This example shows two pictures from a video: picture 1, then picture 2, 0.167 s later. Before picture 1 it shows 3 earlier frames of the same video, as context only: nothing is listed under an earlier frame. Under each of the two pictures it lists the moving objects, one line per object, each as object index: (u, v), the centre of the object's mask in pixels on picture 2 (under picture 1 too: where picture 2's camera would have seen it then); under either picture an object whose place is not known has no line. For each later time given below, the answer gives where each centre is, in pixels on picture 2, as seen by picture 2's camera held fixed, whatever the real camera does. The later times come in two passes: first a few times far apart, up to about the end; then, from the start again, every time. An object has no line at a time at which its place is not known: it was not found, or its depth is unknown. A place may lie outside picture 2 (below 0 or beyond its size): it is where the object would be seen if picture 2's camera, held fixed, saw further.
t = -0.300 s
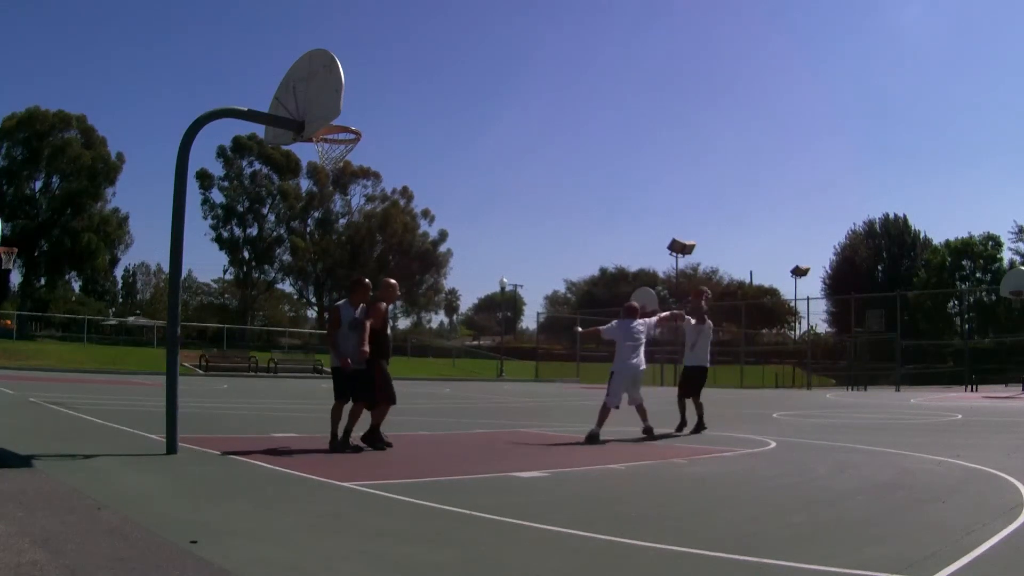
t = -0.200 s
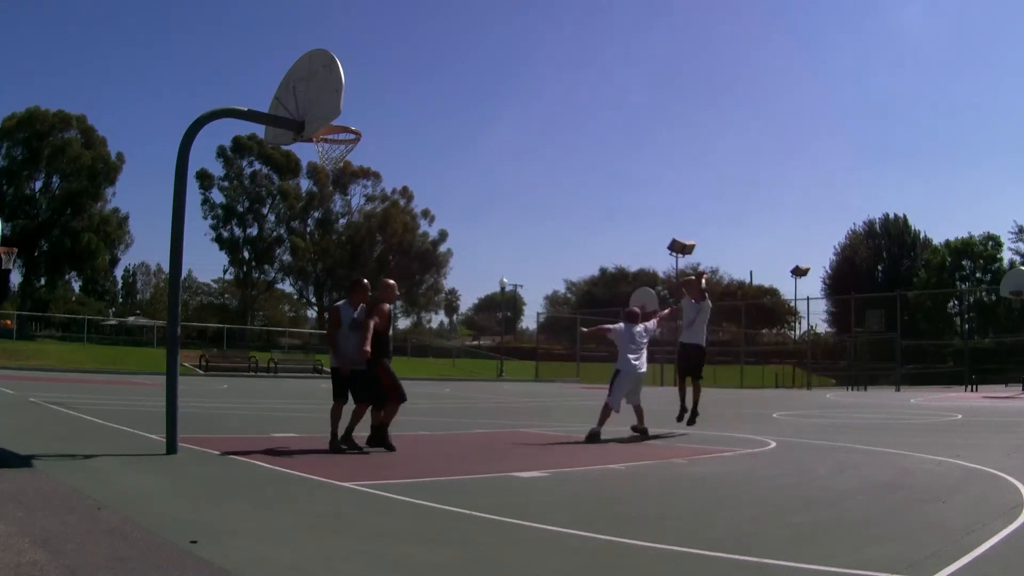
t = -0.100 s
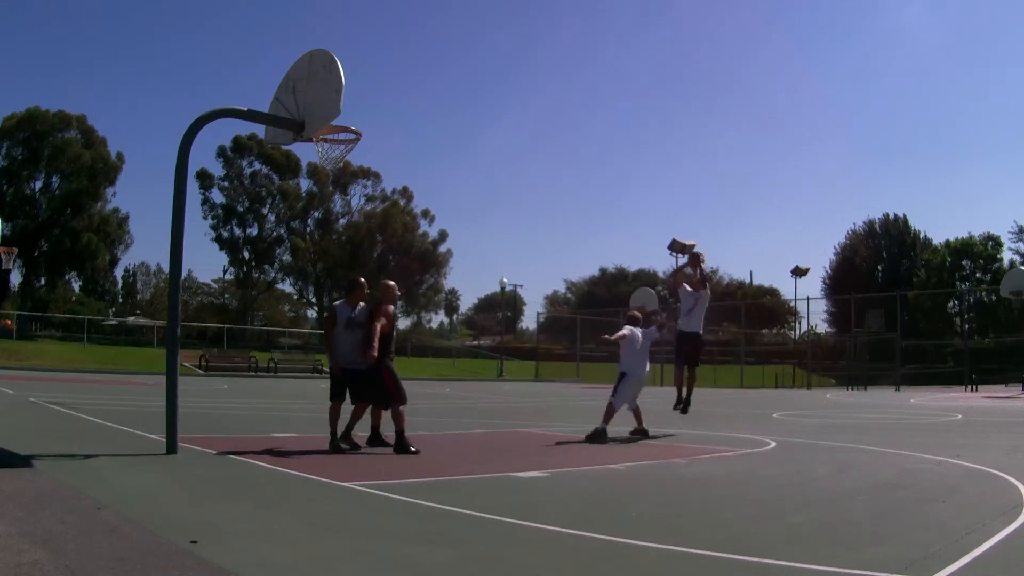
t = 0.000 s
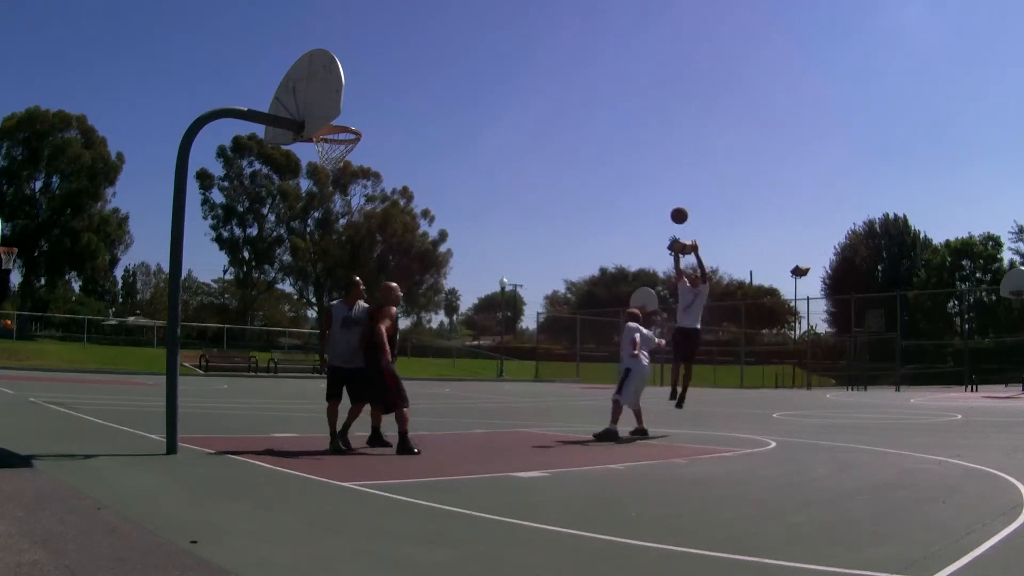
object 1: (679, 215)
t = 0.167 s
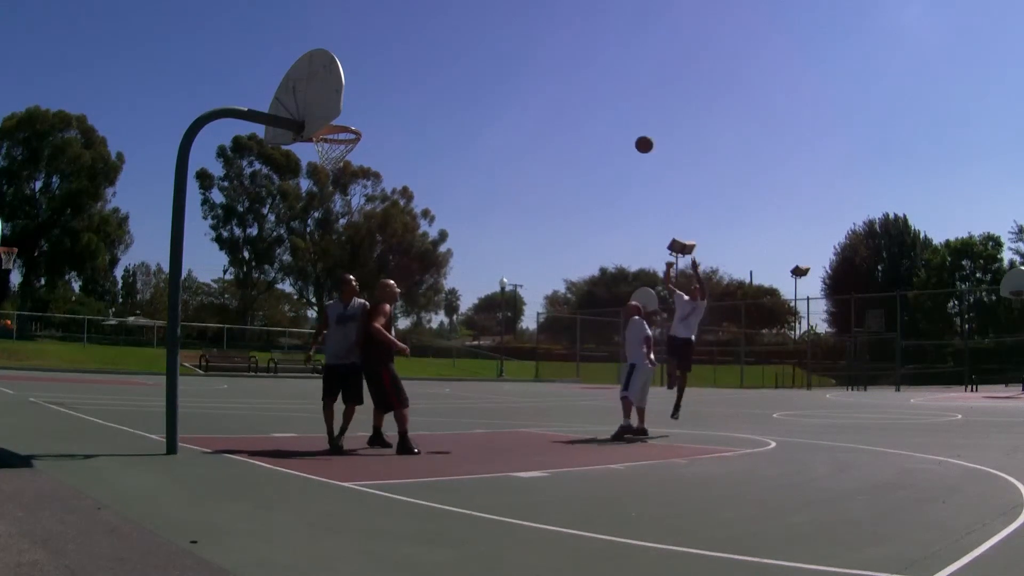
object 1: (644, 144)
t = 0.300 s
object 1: (613, 99)
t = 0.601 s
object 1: (539, 42)
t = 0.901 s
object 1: (453, 50)
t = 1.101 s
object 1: (384, 106)
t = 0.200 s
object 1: (636, 132)
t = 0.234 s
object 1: (629, 121)
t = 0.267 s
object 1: (621, 110)
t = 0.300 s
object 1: (613, 99)
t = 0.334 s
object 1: (606, 90)
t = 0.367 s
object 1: (598, 81)
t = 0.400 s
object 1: (590, 73)
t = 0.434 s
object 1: (582, 66)
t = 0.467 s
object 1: (574, 60)
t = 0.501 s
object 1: (565, 54)
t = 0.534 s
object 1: (557, 49)
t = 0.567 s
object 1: (548, 45)
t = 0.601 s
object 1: (539, 42)
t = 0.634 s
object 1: (531, 39)
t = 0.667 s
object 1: (522, 37)
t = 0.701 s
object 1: (512, 36)
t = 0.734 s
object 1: (503, 36)
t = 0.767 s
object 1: (493, 37)
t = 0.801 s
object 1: (484, 39)
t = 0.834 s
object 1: (474, 42)
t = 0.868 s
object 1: (463, 45)
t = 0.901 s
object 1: (453, 50)
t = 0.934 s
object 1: (442, 56)
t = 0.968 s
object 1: (431, 63)
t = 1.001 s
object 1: (420, 72)
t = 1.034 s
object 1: (408, 82)
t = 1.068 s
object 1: (396, 93)
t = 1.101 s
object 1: (384, 106)
